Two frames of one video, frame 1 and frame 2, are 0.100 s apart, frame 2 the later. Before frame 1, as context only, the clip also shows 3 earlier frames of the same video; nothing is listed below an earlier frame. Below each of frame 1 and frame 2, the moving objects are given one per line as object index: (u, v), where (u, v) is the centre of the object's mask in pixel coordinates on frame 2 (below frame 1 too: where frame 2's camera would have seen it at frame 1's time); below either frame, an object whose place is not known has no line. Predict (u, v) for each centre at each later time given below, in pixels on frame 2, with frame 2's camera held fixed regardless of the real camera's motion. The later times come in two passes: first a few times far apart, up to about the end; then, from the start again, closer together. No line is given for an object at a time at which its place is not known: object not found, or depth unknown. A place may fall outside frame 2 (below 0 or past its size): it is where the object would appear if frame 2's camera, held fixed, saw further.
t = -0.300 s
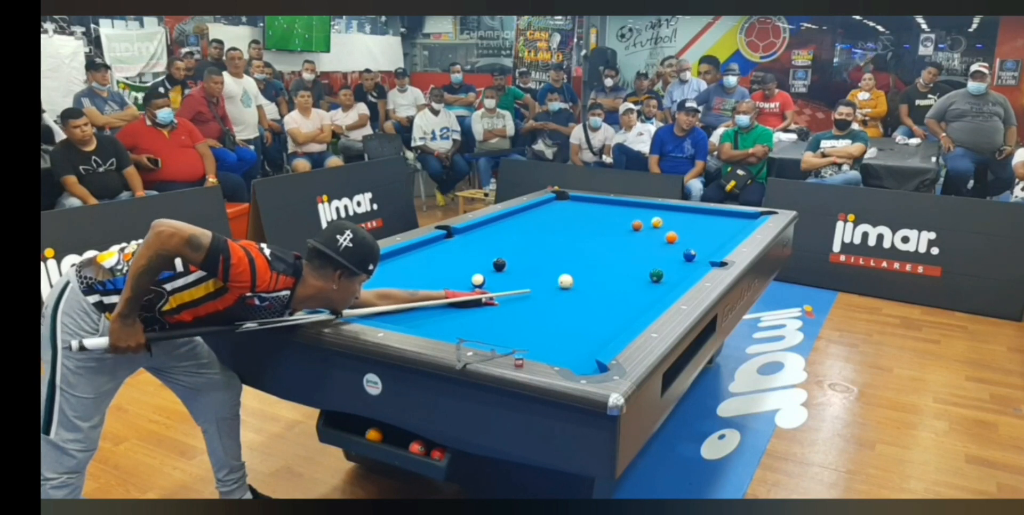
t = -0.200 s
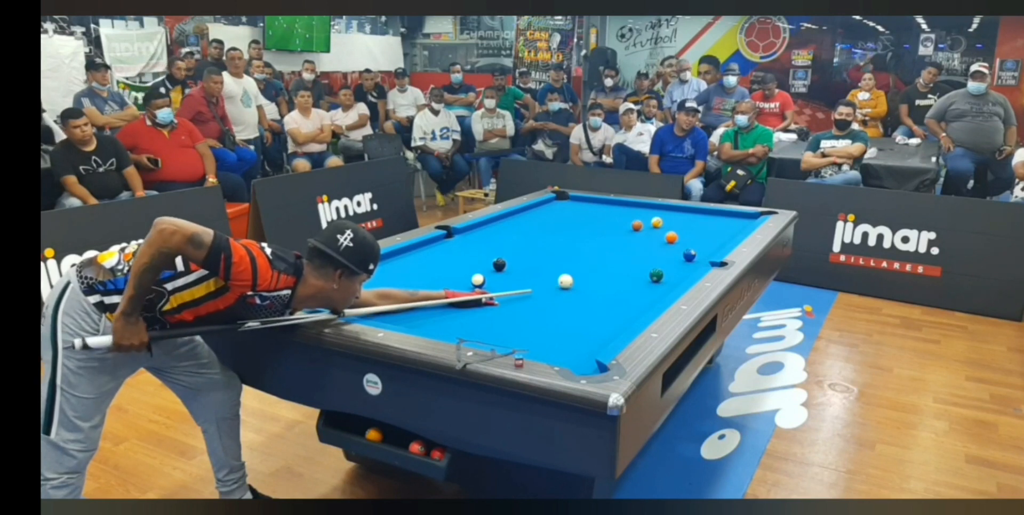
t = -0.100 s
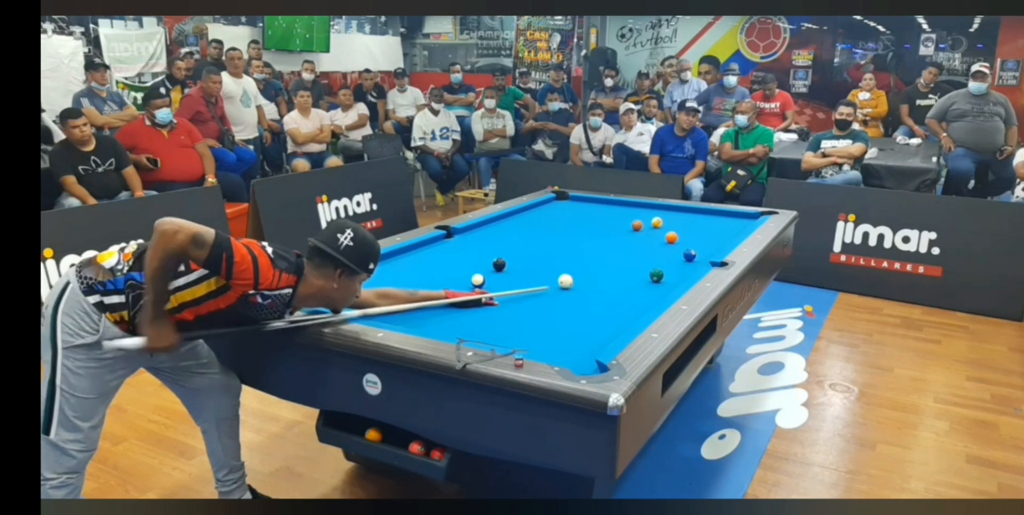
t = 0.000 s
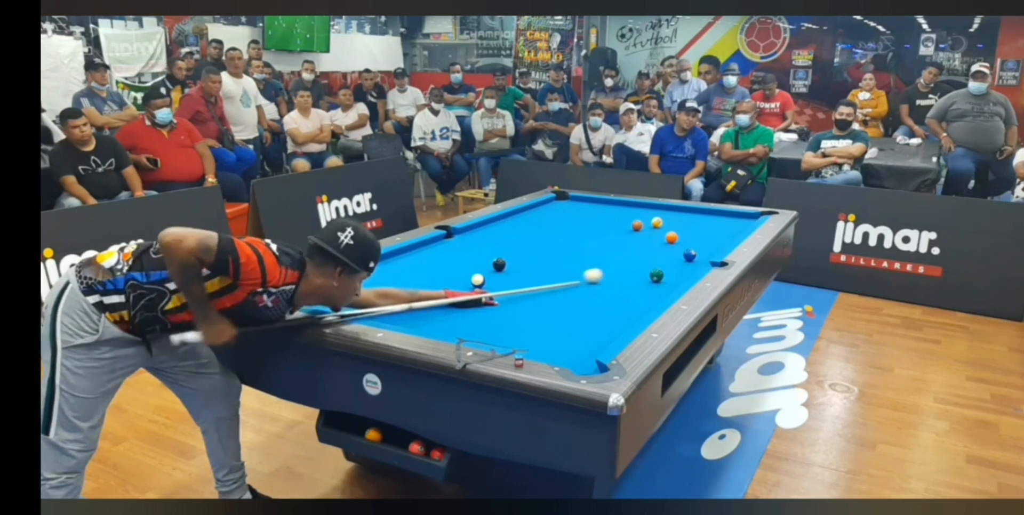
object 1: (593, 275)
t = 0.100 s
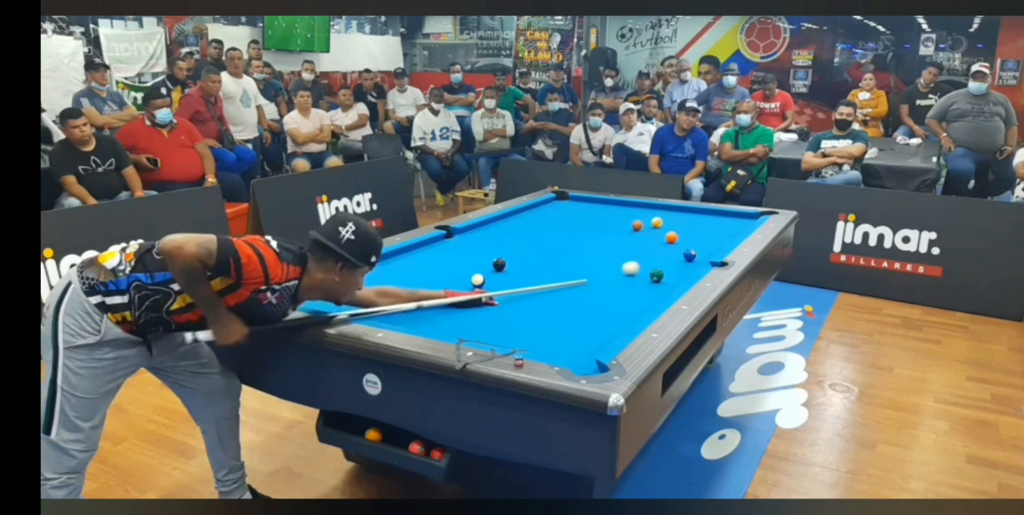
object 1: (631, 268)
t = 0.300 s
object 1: (688, 258)
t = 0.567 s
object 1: (698, 260)
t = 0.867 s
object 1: (682, 260)
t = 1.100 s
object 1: (668, 260)
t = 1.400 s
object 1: (654, 260)
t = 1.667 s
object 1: (643, 260)
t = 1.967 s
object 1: (631, 261)
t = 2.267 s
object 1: (621, 261)
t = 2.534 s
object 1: (613, 261)
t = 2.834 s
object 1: (605, 261)
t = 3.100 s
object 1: (599, 261)
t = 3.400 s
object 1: (594, 261)
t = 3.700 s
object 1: (589, 261)
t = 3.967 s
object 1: (587, 261)
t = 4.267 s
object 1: (585, 261)
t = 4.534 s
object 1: (585, 261)
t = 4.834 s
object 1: (585, 261)
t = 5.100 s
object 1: (585, 261)
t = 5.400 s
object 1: (585, 261)
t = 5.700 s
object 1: (585, 261)
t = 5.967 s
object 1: (584, 260)
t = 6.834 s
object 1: (585, 261)
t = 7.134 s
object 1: (585, 261)
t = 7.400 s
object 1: (585, 261)
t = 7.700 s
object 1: (585, 261)
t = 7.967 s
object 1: (585, 261)
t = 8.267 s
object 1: (585, 261)
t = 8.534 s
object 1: (585, 261)
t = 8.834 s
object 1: (585, 261)
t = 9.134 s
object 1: (585, 261)
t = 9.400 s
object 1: (585, 261)
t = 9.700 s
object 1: (585, 261)
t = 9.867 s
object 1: (585, 261)
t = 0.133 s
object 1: (642, 266)
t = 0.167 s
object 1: (652, 263)
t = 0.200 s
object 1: (663, 261)
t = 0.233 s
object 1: (672, 260)
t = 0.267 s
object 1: (681, 258)
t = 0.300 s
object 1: (688, 258)
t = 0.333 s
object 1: (692, 258)
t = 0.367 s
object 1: (696, 259)
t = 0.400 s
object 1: (699, 259)
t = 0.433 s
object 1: (702, 259)
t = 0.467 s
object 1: (704, 259)
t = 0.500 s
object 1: (702, 260)
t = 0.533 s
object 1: (700, 260)
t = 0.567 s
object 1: (698, 260)
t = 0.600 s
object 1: (696, 260)
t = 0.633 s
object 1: (694, 260)
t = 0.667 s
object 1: (692, 260)
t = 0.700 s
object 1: (691, 260)
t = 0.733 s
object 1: (689, 260)
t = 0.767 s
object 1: (687, 260)
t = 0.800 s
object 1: (685, 260)
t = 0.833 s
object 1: (683, 260)
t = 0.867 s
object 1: (682, 260)
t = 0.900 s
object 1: (680, 260)
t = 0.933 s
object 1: (678, 260)
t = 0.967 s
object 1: (675, 260)
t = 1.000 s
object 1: (673, 260)
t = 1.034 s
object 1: (671, 260)
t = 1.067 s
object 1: (670, 260)
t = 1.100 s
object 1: (668, 260)
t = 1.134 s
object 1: (666, 260)
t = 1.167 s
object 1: (665, 260)
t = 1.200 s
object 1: (663, 260)
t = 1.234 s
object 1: (662, 260)
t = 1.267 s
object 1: (660, 260)
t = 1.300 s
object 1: (659, 260)
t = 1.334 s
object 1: (657, 260)
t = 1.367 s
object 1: (655, 260)
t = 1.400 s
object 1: (654, 260)
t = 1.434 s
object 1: (653, 260)
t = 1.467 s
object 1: (651, 260)
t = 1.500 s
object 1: (650, 260)
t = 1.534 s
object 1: (648, 260)
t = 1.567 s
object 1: (647, 260)
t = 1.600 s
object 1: (645, 260)
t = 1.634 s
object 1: (644, 260)
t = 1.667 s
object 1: (643, 260)
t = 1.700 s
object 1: (641, 260)
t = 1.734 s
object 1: (640, 260)
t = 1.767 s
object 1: (639, 260)
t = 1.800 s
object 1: (637, 260)
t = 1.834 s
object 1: (636, 260)
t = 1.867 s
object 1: (635, 260)
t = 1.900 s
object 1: (633, 261)
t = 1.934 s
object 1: (632, 260)
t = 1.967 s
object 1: (631, 261)
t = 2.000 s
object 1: (630, 261)
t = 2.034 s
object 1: (629, 261)
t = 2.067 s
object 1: (628, 260)
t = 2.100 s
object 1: (627, 260)
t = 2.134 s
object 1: (625, 261)
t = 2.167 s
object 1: (624, 261)
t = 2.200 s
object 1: (623, 261)
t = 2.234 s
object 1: (622, 261)
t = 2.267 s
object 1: (621, 261)
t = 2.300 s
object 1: (620, 261)
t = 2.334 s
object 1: (619, 261)
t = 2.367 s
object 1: (618, 261)
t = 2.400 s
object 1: (617, 261)
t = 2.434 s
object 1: (616, 261)
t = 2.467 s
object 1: (615, 261)
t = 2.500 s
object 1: (614, 261)
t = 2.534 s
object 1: (613, 261)
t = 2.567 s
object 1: (612, 261)
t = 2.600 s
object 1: (611, 261)
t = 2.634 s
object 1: (609, 261)
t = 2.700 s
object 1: (608, 261)
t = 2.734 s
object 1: (607, 261)
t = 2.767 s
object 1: (606, 261)
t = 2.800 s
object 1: (605, 261)
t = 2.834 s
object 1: (605, 261)
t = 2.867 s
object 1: (604, 261)
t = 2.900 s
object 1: (603, 261)
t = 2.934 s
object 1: (602, 261)
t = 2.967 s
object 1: (601, 261)
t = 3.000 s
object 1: (601, 261)
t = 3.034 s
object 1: (600, 261)
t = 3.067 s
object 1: (599, 261)
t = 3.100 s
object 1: (599, 261)
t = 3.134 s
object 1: (598, 261)
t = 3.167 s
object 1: (598, 261)
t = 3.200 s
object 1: (597, 261)
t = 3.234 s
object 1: (596, 261)
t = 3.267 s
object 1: (596, 261)
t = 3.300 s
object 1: (595, 261)
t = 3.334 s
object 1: (595, 261)
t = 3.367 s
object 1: (594, 261)
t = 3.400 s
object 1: (594, 261)
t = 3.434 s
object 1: (593, 261)
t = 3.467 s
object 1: (592, 261)
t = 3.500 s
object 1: (592, 261)
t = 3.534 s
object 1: (591, 261)
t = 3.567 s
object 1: (591, 261)
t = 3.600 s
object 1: (591, 261)
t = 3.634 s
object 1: (590, 261)
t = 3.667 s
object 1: (590, 261)
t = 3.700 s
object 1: (589, 261)
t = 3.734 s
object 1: (589, 261)
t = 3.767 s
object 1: (589, 261)
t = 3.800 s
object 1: (589, 261)
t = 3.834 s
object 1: (588, 261)
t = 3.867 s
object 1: (588, 261)
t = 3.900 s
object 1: (588, 261)
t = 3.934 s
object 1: (587, 261)
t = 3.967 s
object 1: (587, 261)
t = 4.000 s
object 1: (587, 261)
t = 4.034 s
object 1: (586, 261)
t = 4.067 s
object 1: (586, 261)
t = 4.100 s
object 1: (586, 261)
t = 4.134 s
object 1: (586, 261)
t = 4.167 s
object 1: (586, 261)
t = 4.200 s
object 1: (586, 261)
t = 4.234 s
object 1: (585, 261)
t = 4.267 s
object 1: (585, 261)
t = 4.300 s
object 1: (585, 261)
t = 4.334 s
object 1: (585, 261)
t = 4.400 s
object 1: (585, 261)
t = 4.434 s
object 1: (585, 261)
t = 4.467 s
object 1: (585, 261)
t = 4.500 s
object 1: (585, 261)
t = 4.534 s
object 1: (585, 261)
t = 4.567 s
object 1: (585, 261)
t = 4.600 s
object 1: (585, 261)
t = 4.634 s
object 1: (585, 261)
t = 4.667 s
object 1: (585, 261)
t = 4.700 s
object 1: (585, 261)
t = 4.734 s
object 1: (585, 261)
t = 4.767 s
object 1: (585, 261)
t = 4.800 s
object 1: (585, 261)
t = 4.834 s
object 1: (585, 261)
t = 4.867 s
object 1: (585, 261)
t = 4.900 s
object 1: (585, 261)
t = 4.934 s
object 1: (585, 261)
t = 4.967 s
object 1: (585, 261)
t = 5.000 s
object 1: (585, 261)
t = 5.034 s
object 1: (585, 261)
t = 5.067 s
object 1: (585, 261)
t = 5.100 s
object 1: (585, 261)
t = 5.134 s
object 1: (585, 261)
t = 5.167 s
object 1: (585, 261)
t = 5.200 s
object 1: (585, 261)
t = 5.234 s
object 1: (585, 261)
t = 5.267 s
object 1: (585, 261)
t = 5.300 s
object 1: (585, 261)
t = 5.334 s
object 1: (585, 261)
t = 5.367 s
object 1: (585, 261)
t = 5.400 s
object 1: (585, 261)
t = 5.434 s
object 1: (585, 261)
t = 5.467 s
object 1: (585, 261)
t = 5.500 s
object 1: (585, 261)
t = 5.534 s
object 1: (585, 261)
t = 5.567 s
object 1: (585, 261)
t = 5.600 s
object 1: (585, 261)
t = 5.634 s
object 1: (585, 261)
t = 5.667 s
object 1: (585, 261)
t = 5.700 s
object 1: (585, 261)
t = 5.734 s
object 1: (585, 261)
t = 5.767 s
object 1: (585, 261)
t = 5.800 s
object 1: (585, 261)
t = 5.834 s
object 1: (585, 261)
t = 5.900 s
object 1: (585, 261)
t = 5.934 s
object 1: (585, 261)
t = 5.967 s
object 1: (584, 260)
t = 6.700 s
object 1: (588, 260)
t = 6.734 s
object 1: (585, 261)
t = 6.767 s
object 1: (585, 261)
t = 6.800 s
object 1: (585, 261)
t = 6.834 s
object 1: (585, 261)
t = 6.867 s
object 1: (585, 261)
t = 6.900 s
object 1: (585, 261)
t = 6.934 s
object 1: (585, 261)
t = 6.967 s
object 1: (585, 261)
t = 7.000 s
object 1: (585, 261)
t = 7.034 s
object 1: (585, 261)
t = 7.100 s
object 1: (585, 261)
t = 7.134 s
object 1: (585, 261)
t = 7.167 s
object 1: (585, 261)
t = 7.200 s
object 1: (585, 261)
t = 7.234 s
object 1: (585, 261)
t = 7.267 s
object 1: (585, 261)
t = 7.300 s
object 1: (585, 261)
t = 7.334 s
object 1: (585, 261)
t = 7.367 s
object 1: (585, 261)
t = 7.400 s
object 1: (585, 261)
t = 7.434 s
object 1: (585, 261)
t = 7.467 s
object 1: (585, 261)
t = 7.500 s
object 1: (585, 261)
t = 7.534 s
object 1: (585, 261)
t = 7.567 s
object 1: (585, 261)
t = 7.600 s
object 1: (585, 261)
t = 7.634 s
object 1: (585, 261)
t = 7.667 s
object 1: (585, 261)
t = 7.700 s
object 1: (585, 261)
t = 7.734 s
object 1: (585, 261)
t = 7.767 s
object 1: (585, 261)
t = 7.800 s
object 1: (585, 261)
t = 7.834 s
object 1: (585, 261)
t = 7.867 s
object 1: (585, 261)
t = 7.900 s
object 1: (585, 261)
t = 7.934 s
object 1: (585, 261)
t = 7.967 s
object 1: (585, 261)
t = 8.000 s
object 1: (585, 261)
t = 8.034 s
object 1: (585, 261)
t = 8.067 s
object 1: (585, 261)
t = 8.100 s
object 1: (585, 261)
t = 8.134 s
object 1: (585, 261)
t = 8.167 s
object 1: (585, 261)
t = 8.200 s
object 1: (585, 261)
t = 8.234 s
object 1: (585, 261)
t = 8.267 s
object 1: (585, 261)
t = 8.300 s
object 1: (585, 261)
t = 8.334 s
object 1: (585, 261)
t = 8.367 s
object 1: (585, 261)
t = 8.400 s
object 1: (585, 261)
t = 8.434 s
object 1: (585, 261)
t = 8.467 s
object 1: (585, 261)
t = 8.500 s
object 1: (585, 261)
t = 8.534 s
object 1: (585, 261)
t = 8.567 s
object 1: (585, 261)
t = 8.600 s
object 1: (585, 261)
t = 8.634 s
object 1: (585, 261)
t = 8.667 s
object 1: (585, 261)
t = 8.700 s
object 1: (585, 261)
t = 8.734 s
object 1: (585, 261)
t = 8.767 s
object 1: (585, 261)
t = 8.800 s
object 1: (585, 261)
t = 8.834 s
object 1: (585, 261)
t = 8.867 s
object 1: (585, 261)
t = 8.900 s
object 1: (585, 261)
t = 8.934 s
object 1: (585, 261)
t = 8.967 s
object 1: (585, 261)
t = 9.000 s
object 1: (585, 261)
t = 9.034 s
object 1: (585, 261)
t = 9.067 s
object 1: (585, 261)
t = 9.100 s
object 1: (585, 261)
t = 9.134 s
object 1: (585, 261)
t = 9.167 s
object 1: (585, 261)
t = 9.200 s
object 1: (585, 261)
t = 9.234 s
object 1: (585, 261)
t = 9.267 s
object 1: (585, 261)
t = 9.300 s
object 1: (585, 261)
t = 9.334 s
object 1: (585, 261)
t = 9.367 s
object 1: (585, 261)
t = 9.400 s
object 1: (585, 261)
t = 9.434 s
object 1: (585, 261)
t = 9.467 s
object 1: (585, 261)
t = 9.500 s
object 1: (585, 261)
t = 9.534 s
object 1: (585, 261)
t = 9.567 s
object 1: (585, 261)
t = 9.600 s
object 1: (585, 261)
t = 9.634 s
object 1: (585, 261)
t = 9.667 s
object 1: (585, 261)
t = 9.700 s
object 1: (585, 261)
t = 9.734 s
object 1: (585, 261)
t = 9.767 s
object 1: (585, 261)
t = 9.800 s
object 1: (585, 261)
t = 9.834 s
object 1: (585, 261)
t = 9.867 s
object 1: (585, 261)
